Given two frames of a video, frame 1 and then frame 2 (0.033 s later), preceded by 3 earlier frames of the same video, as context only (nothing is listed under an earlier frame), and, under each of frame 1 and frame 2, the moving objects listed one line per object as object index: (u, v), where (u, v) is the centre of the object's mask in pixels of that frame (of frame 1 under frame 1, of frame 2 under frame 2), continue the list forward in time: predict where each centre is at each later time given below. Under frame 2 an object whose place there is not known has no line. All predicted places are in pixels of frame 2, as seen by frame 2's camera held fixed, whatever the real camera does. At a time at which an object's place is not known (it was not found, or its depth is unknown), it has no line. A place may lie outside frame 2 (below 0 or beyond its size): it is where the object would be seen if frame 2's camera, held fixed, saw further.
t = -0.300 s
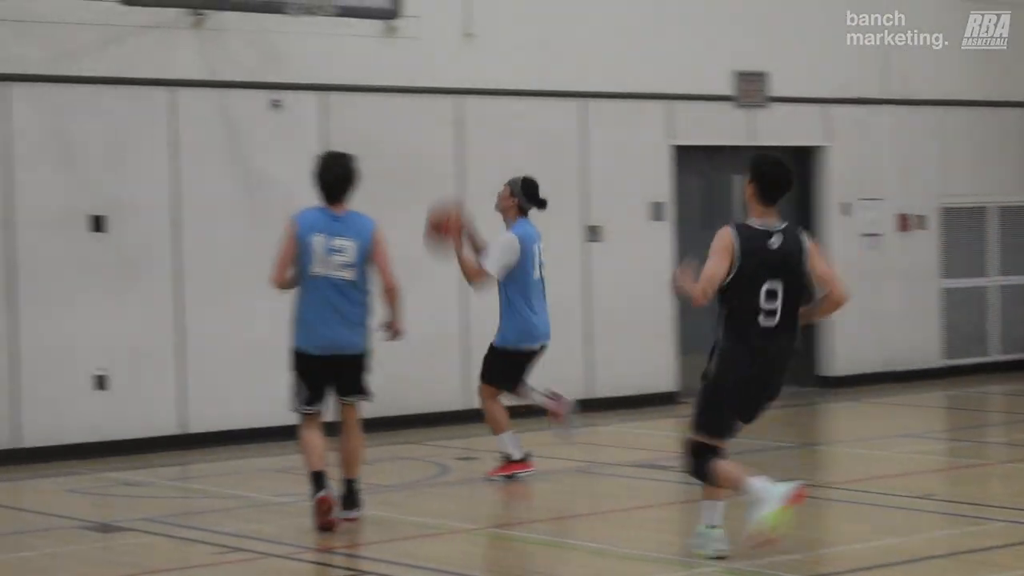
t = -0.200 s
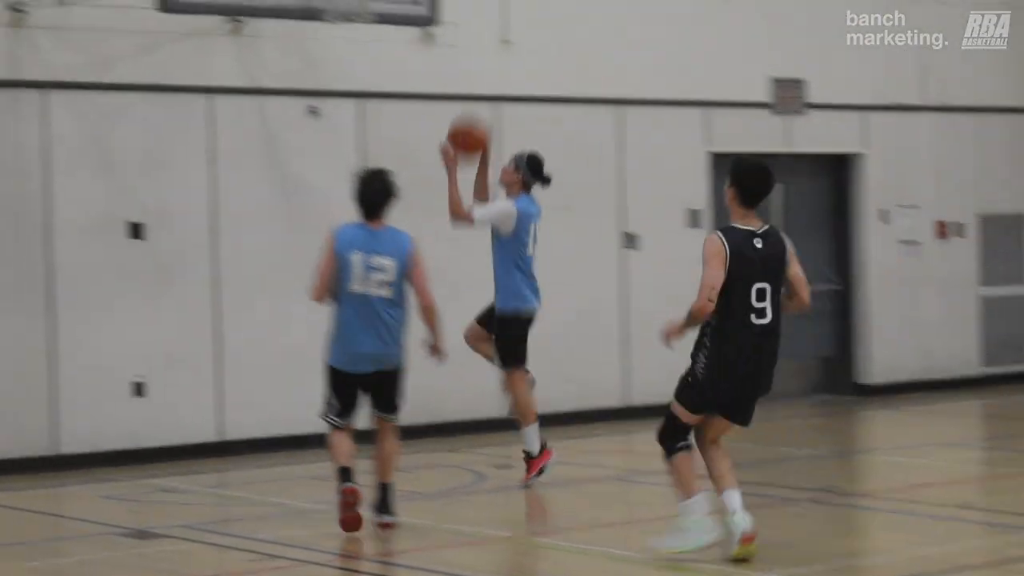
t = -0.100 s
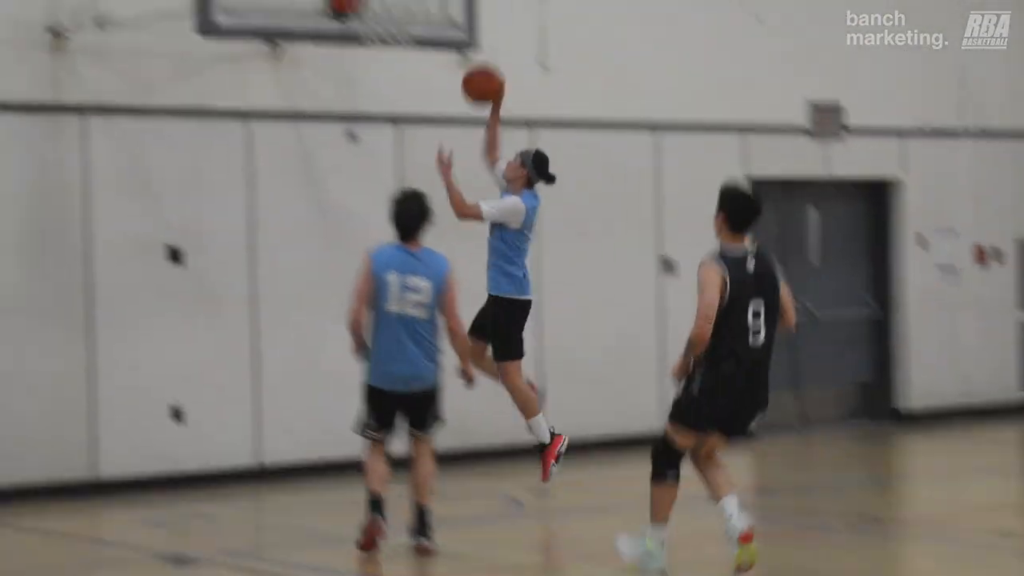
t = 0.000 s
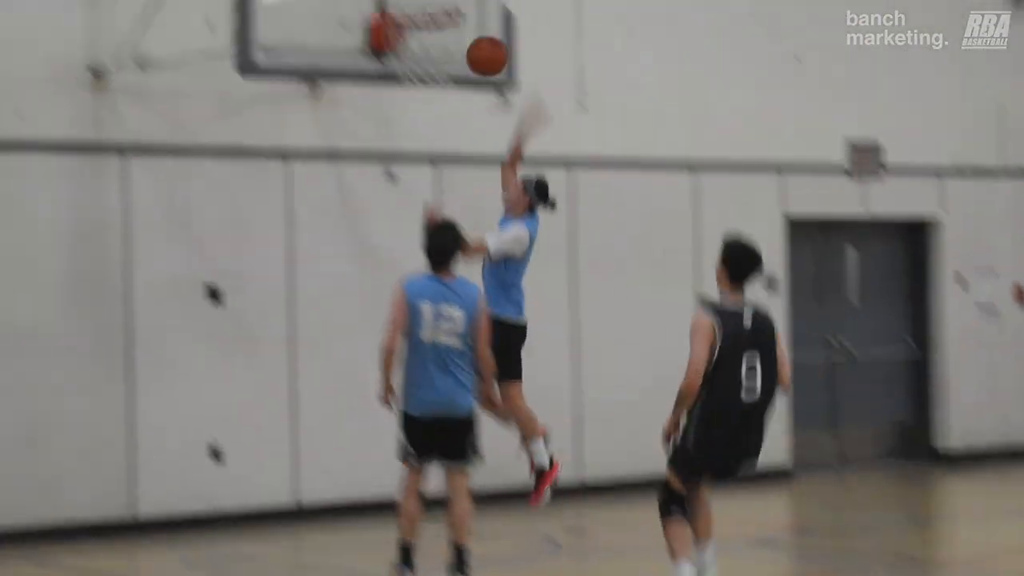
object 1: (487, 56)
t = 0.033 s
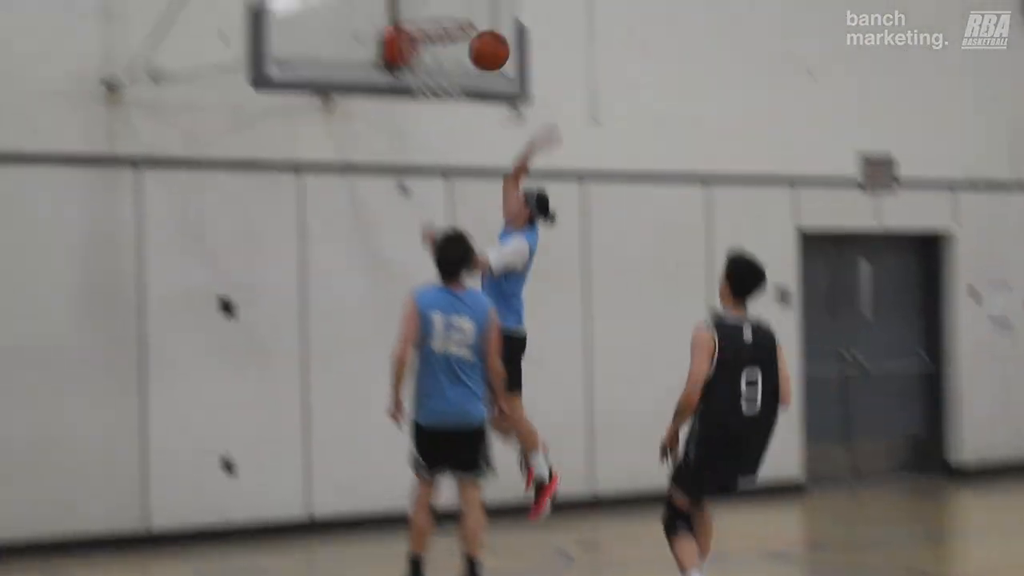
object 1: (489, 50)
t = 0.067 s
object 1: (477, 34)
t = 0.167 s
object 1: (444, -8)
